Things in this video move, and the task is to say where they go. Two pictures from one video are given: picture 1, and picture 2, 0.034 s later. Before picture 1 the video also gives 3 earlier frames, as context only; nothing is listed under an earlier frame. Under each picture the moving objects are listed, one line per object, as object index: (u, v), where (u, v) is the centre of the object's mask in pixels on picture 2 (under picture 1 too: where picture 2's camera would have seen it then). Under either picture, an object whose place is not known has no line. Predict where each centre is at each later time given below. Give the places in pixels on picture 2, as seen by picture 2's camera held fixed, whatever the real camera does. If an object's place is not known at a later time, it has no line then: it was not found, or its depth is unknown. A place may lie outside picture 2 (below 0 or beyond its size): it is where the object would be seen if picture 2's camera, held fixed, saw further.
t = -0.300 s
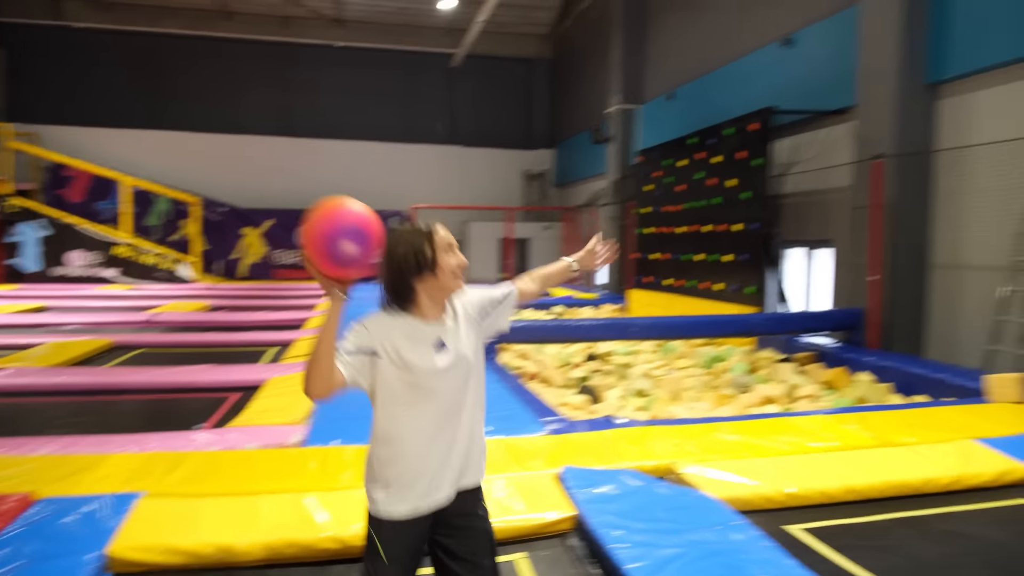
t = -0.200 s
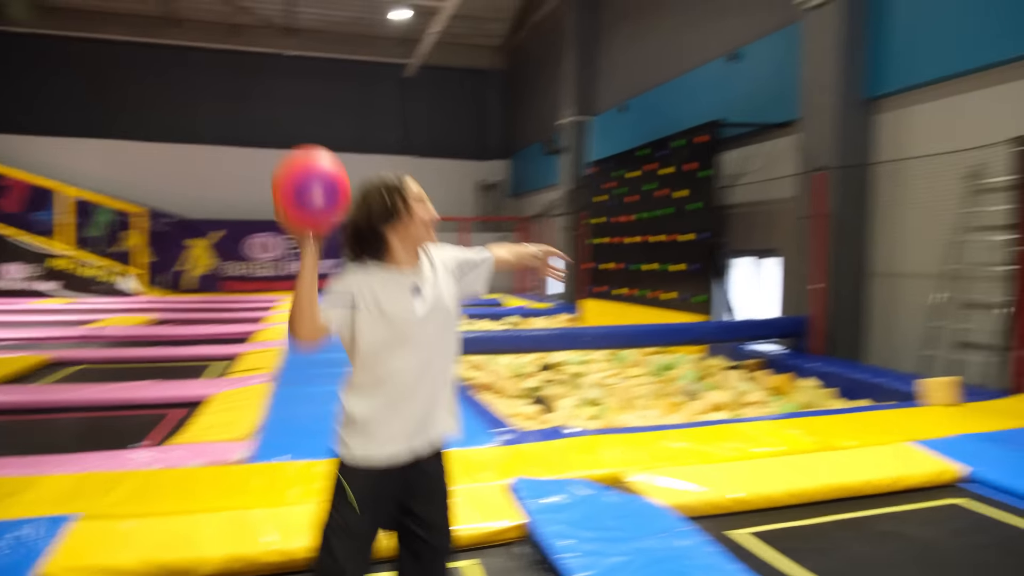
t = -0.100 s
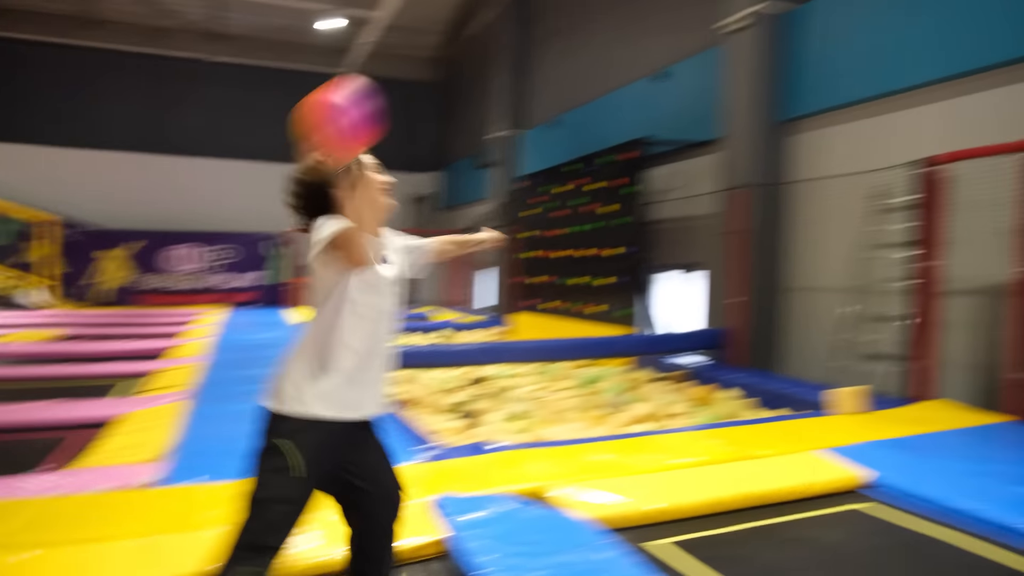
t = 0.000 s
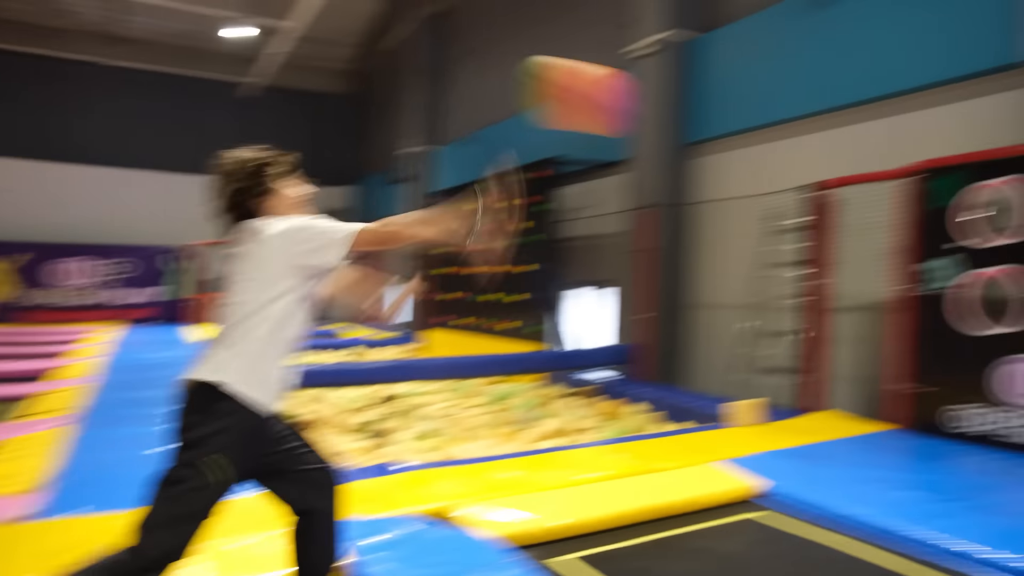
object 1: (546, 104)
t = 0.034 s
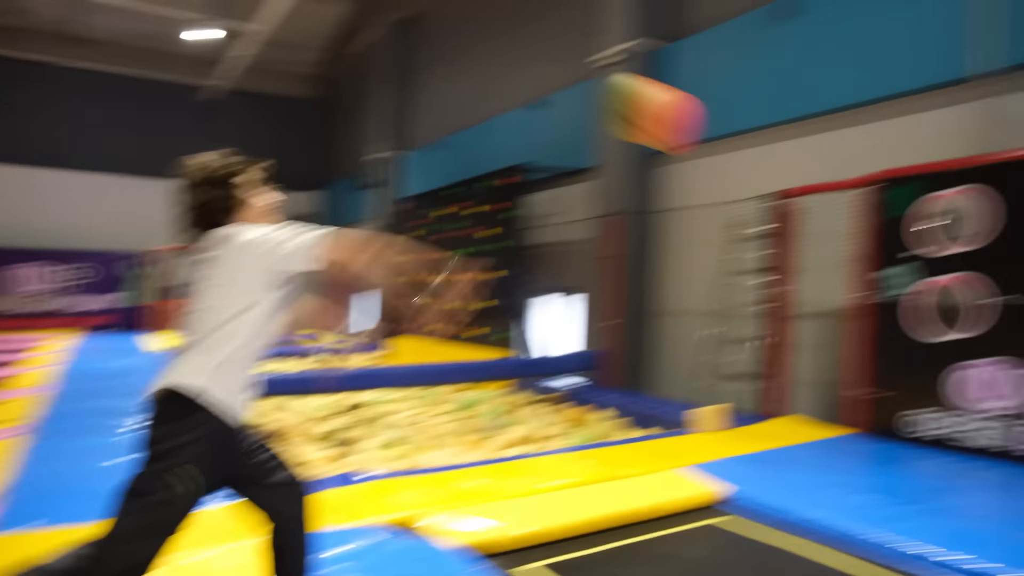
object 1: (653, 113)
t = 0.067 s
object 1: (743, 124)
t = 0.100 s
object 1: (827, 139)
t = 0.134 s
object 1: (897, 154)
